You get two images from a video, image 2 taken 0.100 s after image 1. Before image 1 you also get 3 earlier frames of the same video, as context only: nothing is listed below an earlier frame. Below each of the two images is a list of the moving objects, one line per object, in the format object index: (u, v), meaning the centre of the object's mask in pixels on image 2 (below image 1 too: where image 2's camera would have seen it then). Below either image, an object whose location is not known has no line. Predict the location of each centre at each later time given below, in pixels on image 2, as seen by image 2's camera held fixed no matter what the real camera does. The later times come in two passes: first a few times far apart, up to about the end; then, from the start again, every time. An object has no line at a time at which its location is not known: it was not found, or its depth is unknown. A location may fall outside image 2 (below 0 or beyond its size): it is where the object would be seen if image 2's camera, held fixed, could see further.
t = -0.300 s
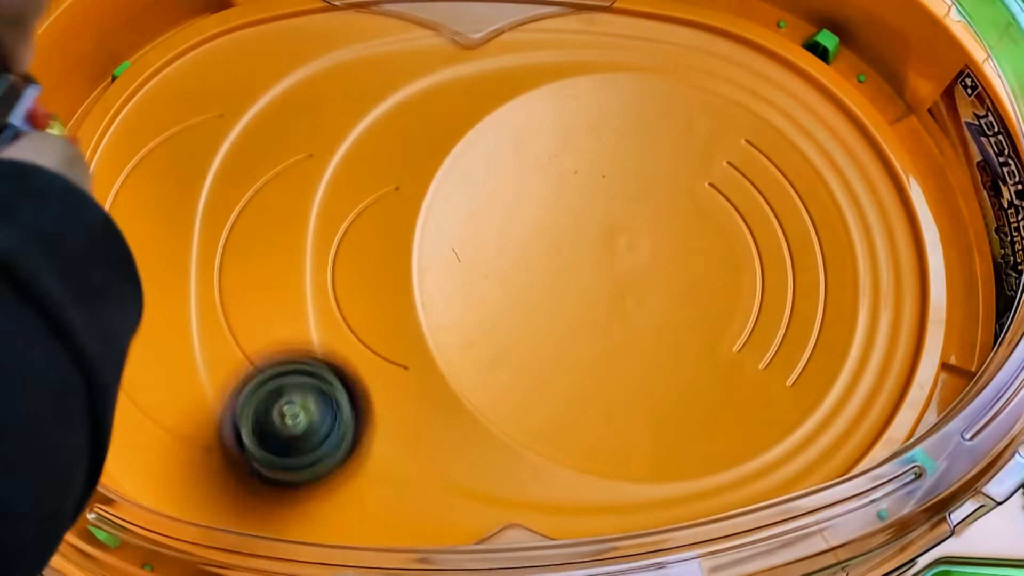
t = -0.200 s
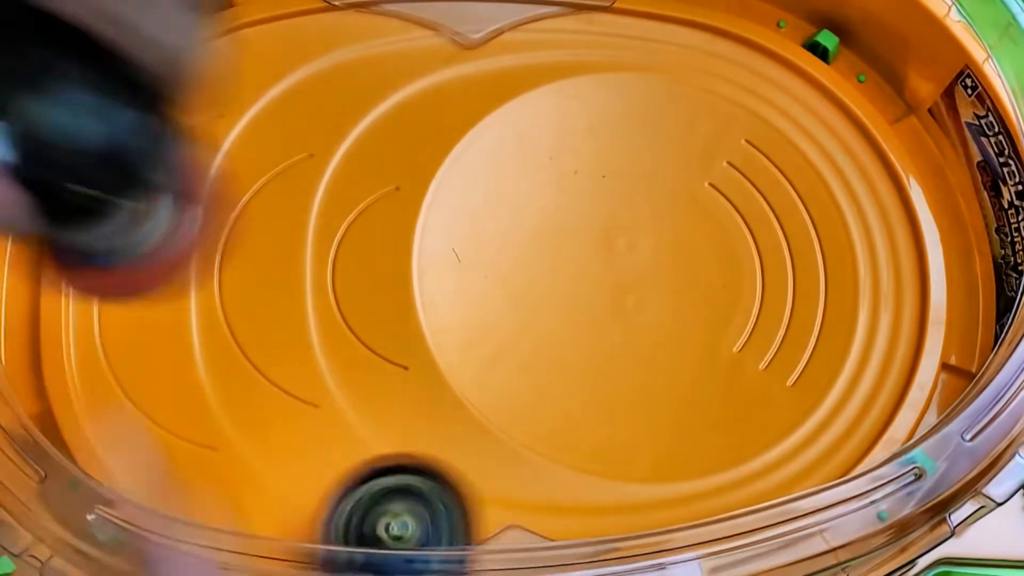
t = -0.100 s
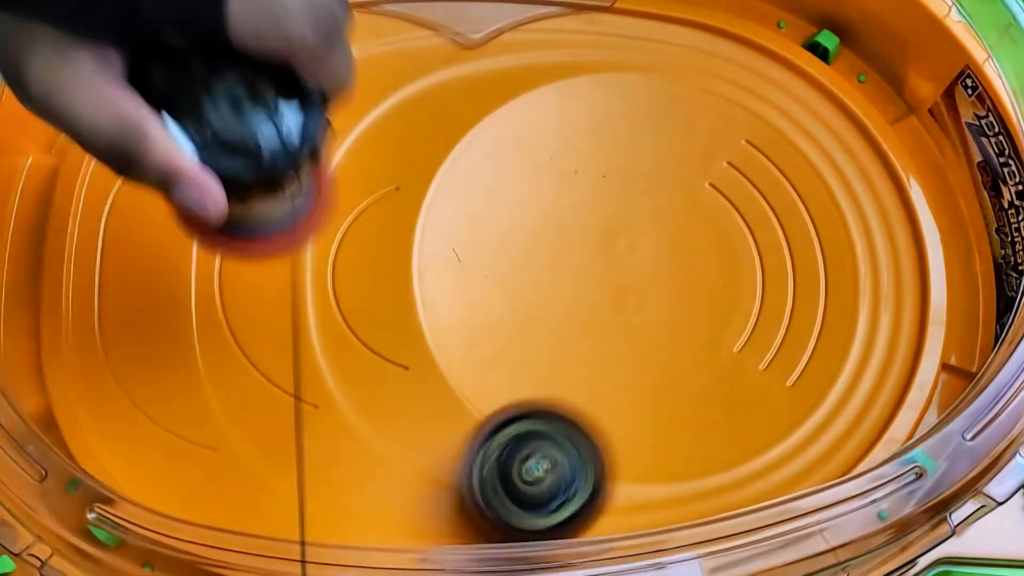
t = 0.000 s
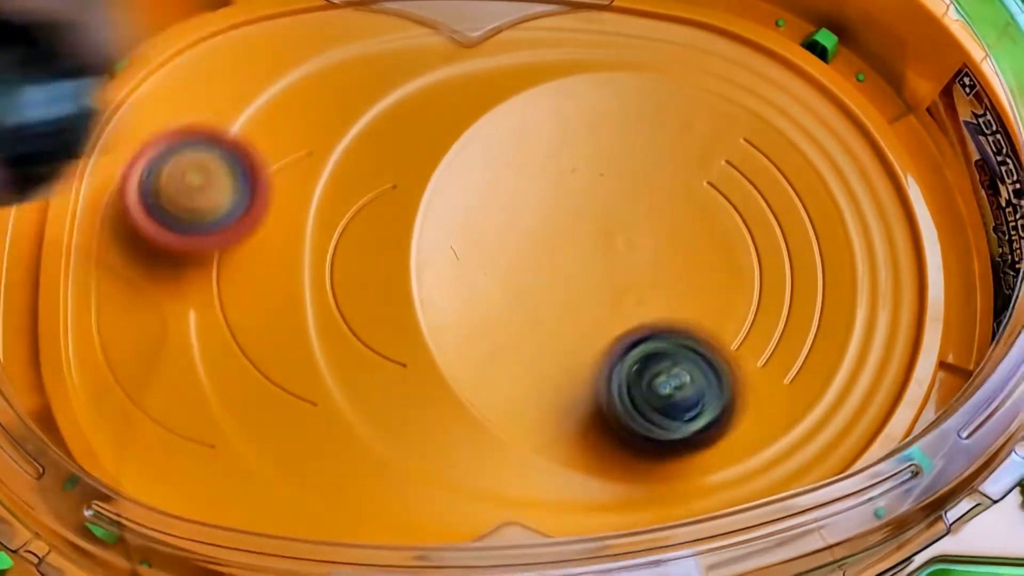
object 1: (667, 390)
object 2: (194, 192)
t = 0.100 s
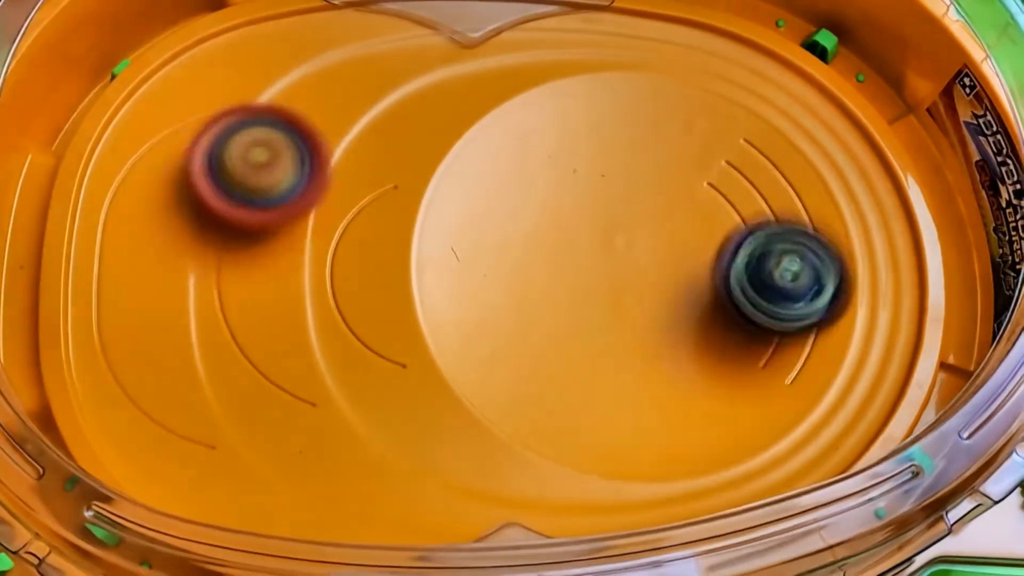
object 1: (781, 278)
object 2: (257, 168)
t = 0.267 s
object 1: (746, 67)
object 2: (379, 149)
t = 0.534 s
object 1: (598, 32)
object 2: (343, 67)
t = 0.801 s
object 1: (674, 99)
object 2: (135, 226)
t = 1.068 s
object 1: (733, 144)
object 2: (501, 410)
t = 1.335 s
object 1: (742, 150)
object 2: (916, 172)
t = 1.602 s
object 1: (707, 286)
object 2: (608, 37)
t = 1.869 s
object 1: (830, 321)
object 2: (355, 183)
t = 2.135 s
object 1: (657, 189)
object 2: (564, 381)
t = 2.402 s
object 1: (487, 333)
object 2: (924, 250)
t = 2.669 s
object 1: (538, 447)
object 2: (672, 30)
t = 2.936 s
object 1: (656, 298)
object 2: (347, 185)
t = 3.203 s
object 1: (539, 126)
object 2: (475, 481)
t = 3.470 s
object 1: (449, 264)
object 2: (877, 375)
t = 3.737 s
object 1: (737, 284)
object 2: (777, 47)
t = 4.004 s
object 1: (734, 65)
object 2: (411, 80)
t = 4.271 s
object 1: (581, 57)
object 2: (392, 342)
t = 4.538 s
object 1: (600, 304)
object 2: (690, 463)
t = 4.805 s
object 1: (669, 266)
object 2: (919, 231)
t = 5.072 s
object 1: (590, 210)
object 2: (697, 37)
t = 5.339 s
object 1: (619, 302)
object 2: (473, 190)
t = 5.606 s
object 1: (690, 183)
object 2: (626, 445)
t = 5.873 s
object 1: (539, 182)
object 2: (845, 272)
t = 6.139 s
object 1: (640, 345)
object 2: (617, 101)
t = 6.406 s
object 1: (782, 217)
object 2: (451, 267)
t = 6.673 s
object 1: (605, 122)
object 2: (667, 427)
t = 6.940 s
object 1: (530, 305)
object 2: (775, 213)
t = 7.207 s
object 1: (734, 361)
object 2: (584, 80)
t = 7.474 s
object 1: (710, 150)
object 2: (478, 291)
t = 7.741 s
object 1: (513, 169)
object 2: (719, 362)
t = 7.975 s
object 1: (543, 334)
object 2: (791, 199)
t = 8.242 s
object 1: (751, 305)
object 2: (611, 96)
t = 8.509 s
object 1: (731, 164)
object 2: (517, 274)
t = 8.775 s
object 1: (581, 160)
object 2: (695, 390)
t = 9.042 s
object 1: (636, 324)
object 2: (790, 233)
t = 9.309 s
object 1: (775, 251)
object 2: (609, 143)
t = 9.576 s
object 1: (619, 160)
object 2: (497, 277)
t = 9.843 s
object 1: (523, 292)
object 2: (654, 384)
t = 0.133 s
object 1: (797, 231)
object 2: (281, 160)
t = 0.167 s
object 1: (801, 184)
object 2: (307, 155)
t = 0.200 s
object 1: (795, 141)
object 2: (333, 152)
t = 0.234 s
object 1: (774, 104)
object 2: (358, 152)
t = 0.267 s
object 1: (746, 67)
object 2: (379, 149)
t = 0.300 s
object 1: (714, 43)
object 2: (399, 142)
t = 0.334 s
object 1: (675, 31)
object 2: (418, 130)
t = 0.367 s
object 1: (634, 23)
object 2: (435, 116)
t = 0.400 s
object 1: (588, 22)
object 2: (451, 99)
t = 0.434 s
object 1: (553, 25)
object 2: (461, 81)
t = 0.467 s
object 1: (569, 23)
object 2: (420, 75)
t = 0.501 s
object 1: (584, 26)
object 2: (382, 69)
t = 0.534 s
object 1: (598, 32)
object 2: (343, 67)
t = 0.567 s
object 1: (611, 37)
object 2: (304, 67)
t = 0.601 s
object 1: (623, 44)
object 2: (267, 70)
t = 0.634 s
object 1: (635, 50)
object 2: (233, 82)
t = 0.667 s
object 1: (647, 56)
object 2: (199, 98)
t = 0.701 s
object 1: (657, 66)
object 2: (170, 120)
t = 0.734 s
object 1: (664, 78)
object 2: (147, 149)
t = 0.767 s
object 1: (669, 90)
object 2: (135, 185)
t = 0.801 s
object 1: (674, 99)
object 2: (135, 226)
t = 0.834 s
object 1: (678, 108)
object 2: (152, 268)
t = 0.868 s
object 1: (684, 116)
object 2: (183, 307)
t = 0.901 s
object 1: (691, 122)
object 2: (224, 341)
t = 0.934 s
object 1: (699, 128)
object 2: (272, 368)
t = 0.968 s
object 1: (706, 133)
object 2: (326, 390)
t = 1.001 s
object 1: (715, 138)
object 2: (383, 408)
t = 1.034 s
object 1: (723, 141)
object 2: (443, 414)
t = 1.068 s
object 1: (733, 144)
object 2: (501, 410)
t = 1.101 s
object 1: (744, 147)
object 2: (564, 405)
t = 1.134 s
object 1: (753, 150)
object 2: (628, 392)
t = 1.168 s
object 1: (757, 153)
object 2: (693, 371)
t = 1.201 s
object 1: (758, 154)
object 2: (752, 342)
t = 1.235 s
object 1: (758, 154)
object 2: (808, 303)
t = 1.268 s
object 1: (757, 152)
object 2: (856, 262)
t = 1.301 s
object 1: (752, 150)
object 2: (892, 218)
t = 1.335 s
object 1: (742, 150)
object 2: (916, 172)
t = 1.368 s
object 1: (731, 155)
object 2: (907, 133)
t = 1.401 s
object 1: (720, 166)
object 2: (883, 106)
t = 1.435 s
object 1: (711, 180)
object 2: (842, 92)
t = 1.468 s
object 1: (702, 199)
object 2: (792, 79)
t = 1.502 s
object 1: (698, 221)
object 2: (743, 66)
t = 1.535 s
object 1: (698, 244)
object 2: (696, 54)
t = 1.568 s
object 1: (700, 266)
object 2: (653, 44)
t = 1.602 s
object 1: (707, 286)
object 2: (608, 37)
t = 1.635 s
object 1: (716, 303)
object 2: (562, 33)
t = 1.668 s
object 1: (729, 318)
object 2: (516, 32)
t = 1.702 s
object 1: (743, 329)
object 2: (477, 40)
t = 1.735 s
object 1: (761, 337)
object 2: (439, 60)
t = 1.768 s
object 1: (779, 342)
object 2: (405, 89)
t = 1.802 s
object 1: (799, 341)
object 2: (380, 121)
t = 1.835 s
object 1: (817, 335)
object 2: (363, 152)
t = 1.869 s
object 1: (830, 321)
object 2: (355, 183)
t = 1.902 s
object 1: (839, 300)
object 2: (354, 214)
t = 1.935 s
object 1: (835, 274)
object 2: (361, 242)
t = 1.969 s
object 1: (821, 246)
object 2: (379, 268)
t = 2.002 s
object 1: (796, 224)
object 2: (403, 290)
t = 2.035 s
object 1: (765, 205)
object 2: (432, 313)
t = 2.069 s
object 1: (730, 194)
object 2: (471, 336)
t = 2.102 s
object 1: (694, 188)
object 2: (513, 359)
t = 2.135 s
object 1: (657, 189)
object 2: (564, 381)
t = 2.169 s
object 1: (621, 194)
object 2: (619, 394)
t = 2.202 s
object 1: (589, 203)
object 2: (679, 399)
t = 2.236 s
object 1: (560, 218)
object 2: (739, 392)
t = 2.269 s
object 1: (535, 235)
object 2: (792, 376)
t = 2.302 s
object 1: (515, 256)
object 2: (838, 352)
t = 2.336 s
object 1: (500, 280)
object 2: (875, 321)
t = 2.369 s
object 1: (491, 305)
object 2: (903, 289)
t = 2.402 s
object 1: (487, 333)
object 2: (924, 250)
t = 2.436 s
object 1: (487, 362)
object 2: (924, 209)
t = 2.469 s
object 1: (494, 395)
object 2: (911, 171)
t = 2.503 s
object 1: (501, 426)
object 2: (884, 137)
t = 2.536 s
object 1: (503, 455)
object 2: (847, 106)
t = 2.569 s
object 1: (506, 476)
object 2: (816, 69)
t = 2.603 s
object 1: (513, 478)
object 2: (776, 46)
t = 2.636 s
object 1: (525, 466)
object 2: (725, 37)
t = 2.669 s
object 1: (538, 447)
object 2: (672, 30)
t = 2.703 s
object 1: (549, 432)
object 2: (619, 30)
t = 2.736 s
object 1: (558, 419)
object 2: (564, 34)
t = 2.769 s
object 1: (572, 405)
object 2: (514, 42)
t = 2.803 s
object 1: (593, 392)
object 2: (465, 55)
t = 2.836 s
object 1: (616, 377)
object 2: (424, 79)
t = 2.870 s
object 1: (636, 357)
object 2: (391, 112)
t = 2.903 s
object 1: (650, 329)
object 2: (366, 145)
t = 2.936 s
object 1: (656, 298)
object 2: (347, 185)
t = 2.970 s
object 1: (655, 267)
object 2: (337, 224)
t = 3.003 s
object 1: (649, 237)
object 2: (336, 263)
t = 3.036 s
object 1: (638, 209)
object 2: (341, 304)
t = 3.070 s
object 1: (624, 183)
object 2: (352, 344)
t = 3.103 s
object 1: (605, 162)
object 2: (373, 383)
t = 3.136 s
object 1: (585, 146)
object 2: (399, 422)
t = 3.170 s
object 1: (562, 133)
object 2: (433, 459)
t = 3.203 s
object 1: (539, 126)
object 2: (475, 481)
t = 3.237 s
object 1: (515, 126)
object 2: (522, 491)
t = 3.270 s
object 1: (492, 129)
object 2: (575, 490)
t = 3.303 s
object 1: (469, 138)
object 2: (634, 485)
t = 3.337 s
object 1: (449, 153)
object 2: (693, 473)
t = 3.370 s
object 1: (435, 176)
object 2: (744, 458)
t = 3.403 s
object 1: (429, 201)
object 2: (798, 434)
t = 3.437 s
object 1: (433, 231)
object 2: (841, 408)
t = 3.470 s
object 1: (449, 264)
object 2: (877, 375)
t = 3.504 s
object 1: (476, 294)
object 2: (903, 332)
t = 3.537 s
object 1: (511, 317)
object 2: (918, 286)
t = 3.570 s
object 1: (552, 332)
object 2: (924, 239)
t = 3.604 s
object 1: (595, 337)
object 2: (911, 190)
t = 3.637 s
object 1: (637, 334)
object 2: (890, 145)
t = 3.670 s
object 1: (676, 324)
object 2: (857, 104)
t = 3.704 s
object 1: (710, 306)
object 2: (821, 69)
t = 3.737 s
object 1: (737, 284)
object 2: (777, 47)
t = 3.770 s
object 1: (756, 257)
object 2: (729, 35)
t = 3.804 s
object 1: (770, 226)
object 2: (676, 27)
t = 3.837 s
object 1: (777, 196)
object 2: (627, 25)
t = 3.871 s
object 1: (779, 166)
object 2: (579, 26)
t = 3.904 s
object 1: (774, 137)
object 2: (530, 31)
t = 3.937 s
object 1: (765, 112)
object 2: (484, 39)
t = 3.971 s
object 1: (751, 88)
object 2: (444, 54)
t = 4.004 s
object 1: (734, 65)
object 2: (411, 80)
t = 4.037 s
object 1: (716, 51)
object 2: (385, 112)
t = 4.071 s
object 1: (698, 43)
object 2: (368, 144)
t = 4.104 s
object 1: (680, 37)
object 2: (358, 177)
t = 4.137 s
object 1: (662, 35)
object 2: (354, 210)
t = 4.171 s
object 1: (641, 36)
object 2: (356, 243)
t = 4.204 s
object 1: (619, 41)
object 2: (365, 275)
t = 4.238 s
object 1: (598, 47)
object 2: (377, 308)
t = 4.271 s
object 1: (581, 57)
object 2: (392, 342)
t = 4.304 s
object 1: (563, 82)
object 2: (414, 374)
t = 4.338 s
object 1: (552, 108)
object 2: (440, 404)
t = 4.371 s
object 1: (544, 144)
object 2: (471, 431)
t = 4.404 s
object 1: (544, 179)
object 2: (508, 455)
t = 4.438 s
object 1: (550, 213)
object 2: (547, 472)
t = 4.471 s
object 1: (562, 247)
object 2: (591, 479)
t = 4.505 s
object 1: (579, 276)
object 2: (639, 476)
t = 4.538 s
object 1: (600, 304)
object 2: (690, 463)
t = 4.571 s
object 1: (627, 326)
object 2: (736, 444)
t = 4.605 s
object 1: (648, 337)
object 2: (783, 425)
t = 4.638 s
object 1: (645, 322)
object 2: (846, 411)
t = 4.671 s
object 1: (649, 308)
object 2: (893, 387)
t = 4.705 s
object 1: (653, 297)
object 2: (910, 354)
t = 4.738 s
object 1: (662, 287)
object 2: (916, 317)
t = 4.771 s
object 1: (666, 278)
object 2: (918, 274)
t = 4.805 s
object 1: (669, 266)
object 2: (919, 231)
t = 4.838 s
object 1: (669, 255)
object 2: (911, 192)
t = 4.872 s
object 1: (666, 241)
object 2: (883, 153)
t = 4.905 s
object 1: (660, 229)
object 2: (862, 117)
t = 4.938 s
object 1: (649, 219)
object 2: (838, 85)
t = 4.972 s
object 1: (635, 212)
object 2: (808, 59)
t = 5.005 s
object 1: (619, 207)
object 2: (773, 47)
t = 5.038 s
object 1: (605, 207)
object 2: (737, 39)
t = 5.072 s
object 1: (590, 210)
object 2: (697, 37)
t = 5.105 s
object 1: (578, 217)
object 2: (657, 38)
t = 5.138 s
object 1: (568, 229)
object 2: (619, 43)
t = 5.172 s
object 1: (564, 241)
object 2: (584, 51)
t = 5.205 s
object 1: (565, 258)
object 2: (555, 62)
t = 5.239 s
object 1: (571, 273)
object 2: (526, 87)
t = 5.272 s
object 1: (584, 289)
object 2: (503, 117)
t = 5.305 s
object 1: (600, 299)
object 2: (485, 150)
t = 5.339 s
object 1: (619, 302)
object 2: (473, 190)
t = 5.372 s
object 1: (638, 301)
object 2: (468, 231)
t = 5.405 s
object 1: (658, 294)
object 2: (471, 273)
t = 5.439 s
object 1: (677, 282)
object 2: (482, 313)
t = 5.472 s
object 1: (688, 266)
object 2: (498, 351)
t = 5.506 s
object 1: (697, 246)
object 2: (522, 383)
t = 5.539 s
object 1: (700, 224)
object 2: (553, 411)
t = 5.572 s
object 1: (697, 202)
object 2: (588, 432)
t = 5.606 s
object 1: (690, 183)
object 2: (626, 445)
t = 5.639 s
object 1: (675, 166)
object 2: (670, 449)
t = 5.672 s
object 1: (656, 151)
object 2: (711, 444)
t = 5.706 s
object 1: (635, 142)
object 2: (749, 433)
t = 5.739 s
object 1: (613, 138)
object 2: (785, 413)
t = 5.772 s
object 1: (591, 140)
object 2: (811, 383)
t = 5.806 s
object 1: (570, 150)
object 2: (833, 348)
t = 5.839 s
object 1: (552, 164)
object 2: (845, 309)
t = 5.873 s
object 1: (539, 182)
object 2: (845, 272)
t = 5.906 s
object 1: (531, 205)
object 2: (835, 231)
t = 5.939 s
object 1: (529, 229)
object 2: (816, 196)
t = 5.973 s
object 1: (534, 255)
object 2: (786, 166)
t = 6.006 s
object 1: (544, 282)
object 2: (755, 141)
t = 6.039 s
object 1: (560, 303)
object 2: (723, 123)
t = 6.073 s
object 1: (584, 323)
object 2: (687, 110)
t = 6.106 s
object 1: (612, 337)
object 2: (652, 103)
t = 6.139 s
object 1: (640, 345)
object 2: (617, 101)
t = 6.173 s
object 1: (671, 347)
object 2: (583, 105)
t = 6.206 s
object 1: (699, 343)
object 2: (554, 114)
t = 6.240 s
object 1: (727, 329)
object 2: (527, 129)
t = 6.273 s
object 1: (753, 312)
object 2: (503, 148)
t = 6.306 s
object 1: (767, 294)
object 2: (482, 172)
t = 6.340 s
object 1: (775, 271)
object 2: (466, 202)
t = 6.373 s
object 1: (782, 245)
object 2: (455, 233)
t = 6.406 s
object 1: (782, 217)
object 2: (451, 267)
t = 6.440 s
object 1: (774, 191)
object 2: (454, 302)
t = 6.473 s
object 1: (762, 168)
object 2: (466, 336)
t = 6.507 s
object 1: (743, 147)
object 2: (486, 369)
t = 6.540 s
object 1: (720, 131)
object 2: (511, 396)
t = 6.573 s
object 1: (692, 120)
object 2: (548, 417)
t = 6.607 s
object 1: (664, 115)
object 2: (587, 429)
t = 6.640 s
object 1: (634, 115)
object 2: (628, 434)
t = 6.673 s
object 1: (605, 122)
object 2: (667, 427)
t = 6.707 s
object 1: (580, 134)
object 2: (704, 412)
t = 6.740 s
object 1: (558, 151)
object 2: (732, 394)
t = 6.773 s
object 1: (540, 172)
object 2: (751, 370)
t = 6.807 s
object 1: (526, 196)
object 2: (768, 340)
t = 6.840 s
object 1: (519, 224)
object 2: (779, 309)
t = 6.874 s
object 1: (516, 250)
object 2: (784, 276)
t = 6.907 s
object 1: (520, 277)
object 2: (782, 244)
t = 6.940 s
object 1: (530, 305)
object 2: (775, 213)
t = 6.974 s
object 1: (545, 331)
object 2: (762, 184)
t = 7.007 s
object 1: (565, 351)
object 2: (744, 160)
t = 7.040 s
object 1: (590, 367)
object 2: (724, 135)
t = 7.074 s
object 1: (618, 379)
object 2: (699, 116)
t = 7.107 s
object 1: (649, 385)
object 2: (673, 99)
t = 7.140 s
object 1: (681, 384)
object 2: (645, 88)
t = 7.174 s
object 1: (709, 375)
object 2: (615, 81)
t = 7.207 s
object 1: (734, 361)
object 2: (584, 80)
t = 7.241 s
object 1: (753, 342)
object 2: (554, 85)
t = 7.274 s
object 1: (780, 292)
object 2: (505, 111)
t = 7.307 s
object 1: (783, 264)
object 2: (485, 133)
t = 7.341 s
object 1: (779, 237)
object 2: (469, 160)
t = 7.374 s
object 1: (769, 210)
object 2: (460, 190)
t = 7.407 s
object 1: (754, 185)
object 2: (457, 224)
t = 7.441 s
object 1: (735, 165)
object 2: (464, 257)
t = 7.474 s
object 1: (710, 150)
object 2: (478, 291)
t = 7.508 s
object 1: (683, 137)
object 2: (498, 321)
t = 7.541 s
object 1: (654, 126)
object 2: (526, 345)
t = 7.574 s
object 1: (627, 122)
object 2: (556, 366)
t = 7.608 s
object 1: (600, 122)
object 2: (591, 377)
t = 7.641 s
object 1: (573, 127)
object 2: (625, 383)
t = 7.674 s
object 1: (549, 138)
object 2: (658, 382)
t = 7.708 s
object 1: (530, 150)
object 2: (690, 373)
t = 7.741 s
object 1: (513, 169)
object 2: (719, 362)
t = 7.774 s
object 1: (499, 190)
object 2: (742, 346)
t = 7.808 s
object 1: (491, 213)
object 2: (762, 325)
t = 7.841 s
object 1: (490, 240)
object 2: (779, 300)
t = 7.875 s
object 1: (495, 266)
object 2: (791, 274)
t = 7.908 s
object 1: (506, 293)
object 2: (800, 248)
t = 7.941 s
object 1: (522, 315)
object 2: (798, 225)
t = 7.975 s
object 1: (543, 334)
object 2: (791, 199)
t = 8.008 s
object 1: (569, 348)
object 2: (780, 176)
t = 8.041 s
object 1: (599, 359)
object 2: (765, 151)
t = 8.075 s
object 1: (629, 362)
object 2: (746, 132)
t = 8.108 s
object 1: (657, 361)
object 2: (724, 114)
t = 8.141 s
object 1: (684, 354)
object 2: (697, 102)
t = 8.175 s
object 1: (709, 341)
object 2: (669, 95)
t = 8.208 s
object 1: (732, 325)
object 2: (640, 92)
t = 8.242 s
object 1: (751, 305)
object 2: (611, 96)
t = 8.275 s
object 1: (766, 284)
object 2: (585, 107)
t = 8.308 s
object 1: (775, 264)
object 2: (562, 122)
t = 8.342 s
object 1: (772, 242)
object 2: (543, 141)
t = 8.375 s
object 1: (768, 223)
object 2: (527, 164)
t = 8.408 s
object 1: (763, 206)
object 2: (517, 190)
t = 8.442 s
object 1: (752, 191)
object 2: (511, 218)
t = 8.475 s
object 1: (738, 177)
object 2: (512, 246)
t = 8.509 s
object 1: (731, 164)
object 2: (517, 274)
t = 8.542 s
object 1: (717, 156)
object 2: (528, 301)
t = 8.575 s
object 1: (702, 148)
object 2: (542, 327)
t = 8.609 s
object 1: (685, 139)
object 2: (560, 348)
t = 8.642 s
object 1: (665, 131)
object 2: (583, 366)
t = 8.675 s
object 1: (640, 129)
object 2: (610, 379)
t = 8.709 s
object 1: (617, 133)
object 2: (636, 390)
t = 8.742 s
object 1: (596, 145)
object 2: (665, 392)
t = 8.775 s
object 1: (581, 160)
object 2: (695, 390)
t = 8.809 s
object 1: (570, 180)
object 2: (722, 383)
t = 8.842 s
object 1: (564, 204)
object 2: (746, 371)
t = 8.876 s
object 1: (563, 229)
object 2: (766, 353)
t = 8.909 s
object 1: (568, 255)
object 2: (783, 332)
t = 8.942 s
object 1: (579, 276)
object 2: (794, 309)
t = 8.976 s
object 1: (595, 296)
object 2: (798, 283)
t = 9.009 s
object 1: (614, 312)
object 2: (795, 256)
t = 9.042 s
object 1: (636, 324)
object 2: (790, 233)
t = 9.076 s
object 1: (660, 333)
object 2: (779, 212)
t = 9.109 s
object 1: (685, 336)
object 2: (765, 192)
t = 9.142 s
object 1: (710, 333)
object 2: (743, 175)
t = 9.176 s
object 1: (730, 324)
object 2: (720, 161)
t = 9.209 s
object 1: (751, 311)
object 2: (693, 149)
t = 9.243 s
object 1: (765, 295)
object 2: (665, 142)
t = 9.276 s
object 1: (773, 275)
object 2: (636, 141)
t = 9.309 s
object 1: (775, 251)
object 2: (609, 143)
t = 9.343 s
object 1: (770, 228)
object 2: (583, 150)
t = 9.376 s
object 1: (756, 206)
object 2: (559, 160)
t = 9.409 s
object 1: (740, 187)
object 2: (540, 173)
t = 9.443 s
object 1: (718, 174)
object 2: (524, 190)
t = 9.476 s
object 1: (695, 165)
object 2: (510, 210)
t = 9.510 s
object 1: (671, 158)
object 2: (502, 231)
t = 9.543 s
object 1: (645, 157)
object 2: (498, 252)
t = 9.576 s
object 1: (619, 160)
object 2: (497, 277)
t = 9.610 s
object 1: (595, 167)
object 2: (502, 301)
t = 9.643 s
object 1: (575, 177)
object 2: (511, 324)
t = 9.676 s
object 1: (556, 192)
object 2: (527, 344)
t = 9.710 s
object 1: (542, 208)
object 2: (546, 363)
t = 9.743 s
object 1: (530, 228)
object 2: (570, 377)
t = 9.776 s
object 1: (522, 248)
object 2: (597, 384)
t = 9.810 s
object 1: (520, 270)
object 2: (624, 387)
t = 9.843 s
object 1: (523, 292)
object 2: (654, 384)
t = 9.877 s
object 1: (531, 314)
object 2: (681, 375)
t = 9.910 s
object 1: (546, 334)
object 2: (704, 362)
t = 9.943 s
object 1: (565, 349)
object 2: (723, 343)
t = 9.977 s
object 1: (589, 360)
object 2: (736, 322)
